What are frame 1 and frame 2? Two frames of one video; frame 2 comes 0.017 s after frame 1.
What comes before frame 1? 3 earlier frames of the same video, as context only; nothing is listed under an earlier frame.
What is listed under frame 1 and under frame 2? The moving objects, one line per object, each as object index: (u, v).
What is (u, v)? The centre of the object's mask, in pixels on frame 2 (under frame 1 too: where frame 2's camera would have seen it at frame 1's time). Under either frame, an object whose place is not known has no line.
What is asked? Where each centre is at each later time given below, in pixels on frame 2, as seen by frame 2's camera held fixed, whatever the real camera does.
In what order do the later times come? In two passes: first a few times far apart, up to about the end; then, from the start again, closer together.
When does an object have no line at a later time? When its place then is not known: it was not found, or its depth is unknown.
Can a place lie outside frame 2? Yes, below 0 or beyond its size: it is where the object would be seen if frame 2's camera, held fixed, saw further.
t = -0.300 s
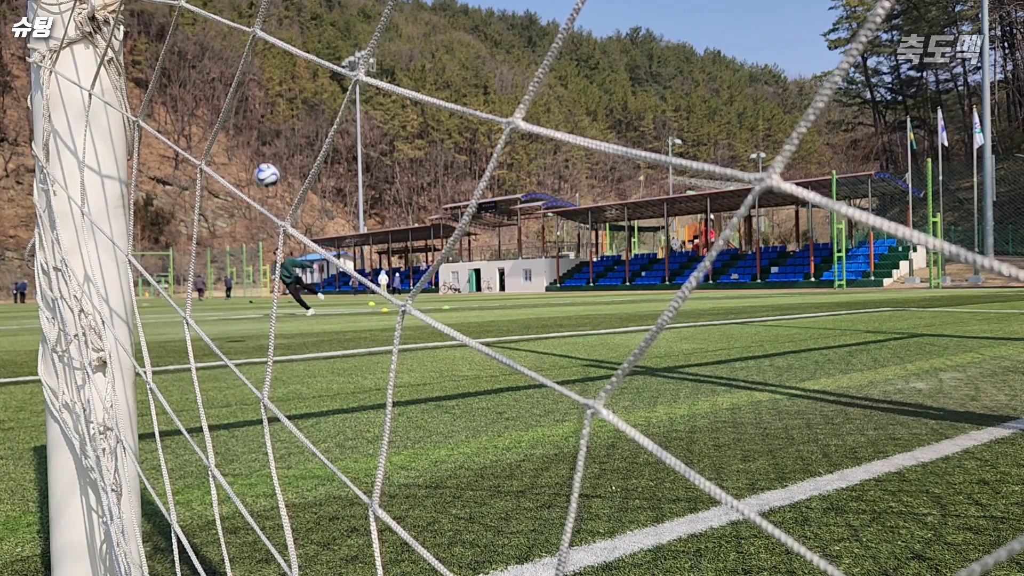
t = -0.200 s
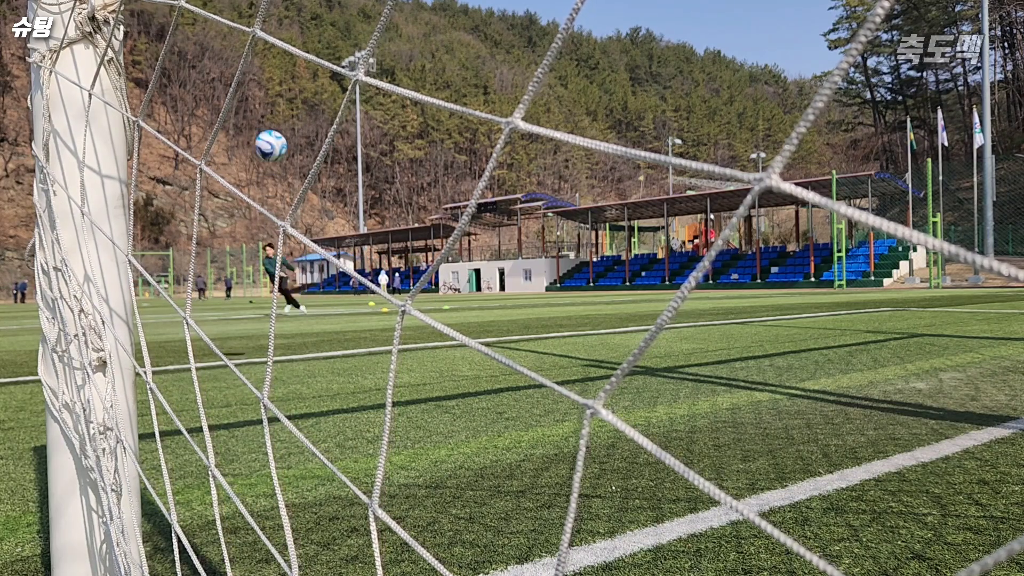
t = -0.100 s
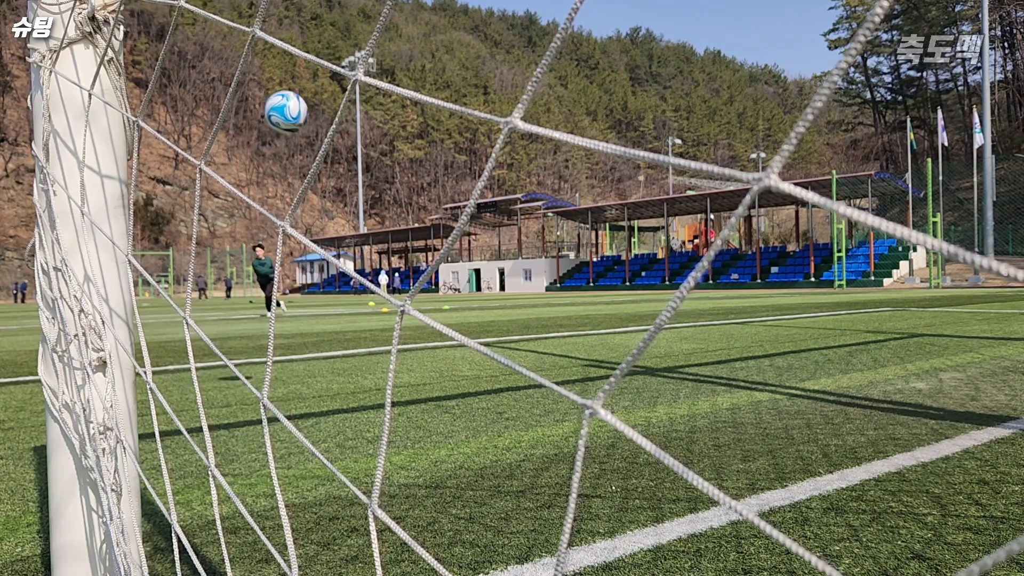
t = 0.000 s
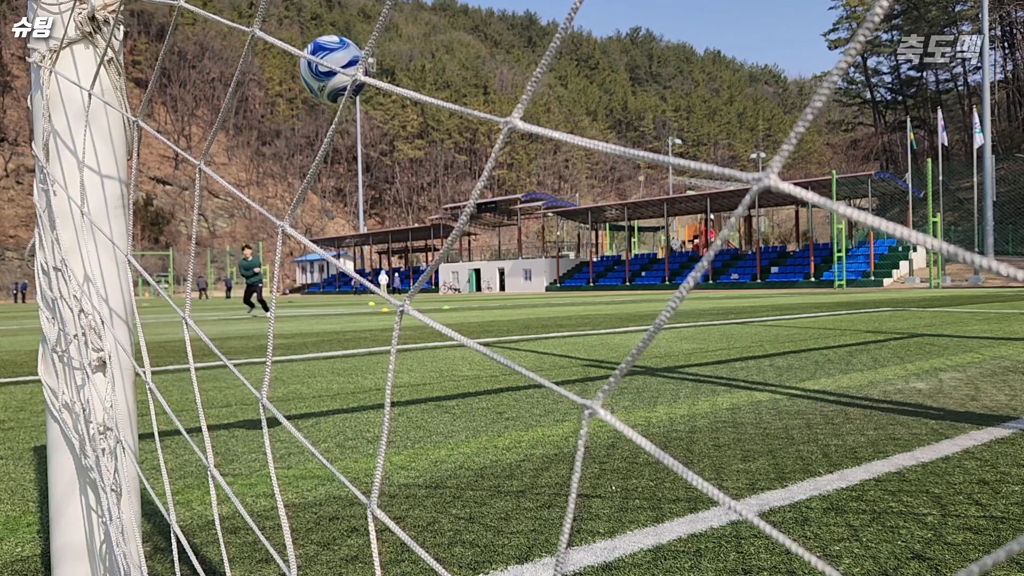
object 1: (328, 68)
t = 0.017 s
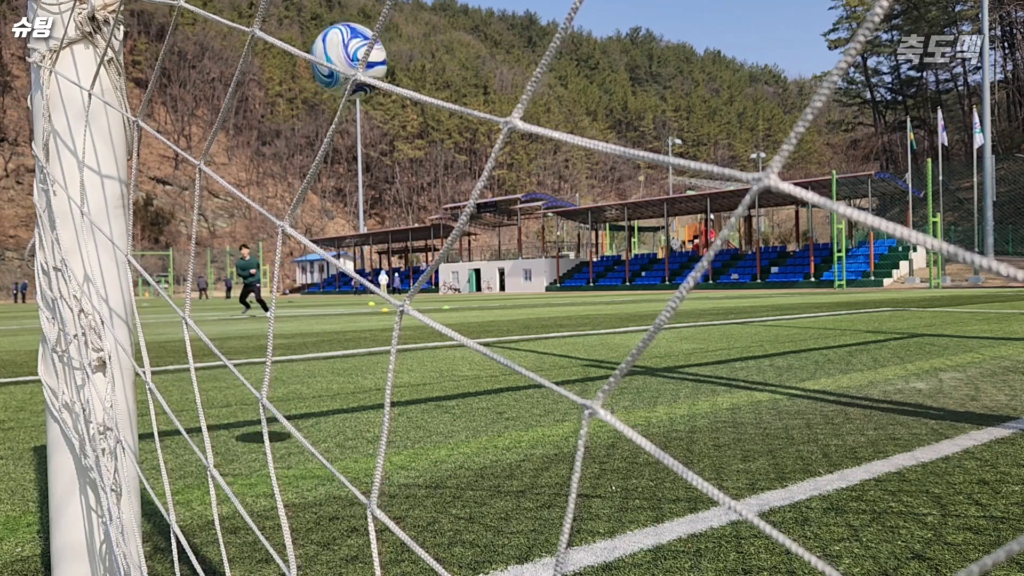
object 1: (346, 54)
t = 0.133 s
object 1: (803, 19)
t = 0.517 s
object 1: (982, 109)
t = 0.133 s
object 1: (803, 19)
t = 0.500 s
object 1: (988, 119)
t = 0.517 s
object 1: (982, 109)
